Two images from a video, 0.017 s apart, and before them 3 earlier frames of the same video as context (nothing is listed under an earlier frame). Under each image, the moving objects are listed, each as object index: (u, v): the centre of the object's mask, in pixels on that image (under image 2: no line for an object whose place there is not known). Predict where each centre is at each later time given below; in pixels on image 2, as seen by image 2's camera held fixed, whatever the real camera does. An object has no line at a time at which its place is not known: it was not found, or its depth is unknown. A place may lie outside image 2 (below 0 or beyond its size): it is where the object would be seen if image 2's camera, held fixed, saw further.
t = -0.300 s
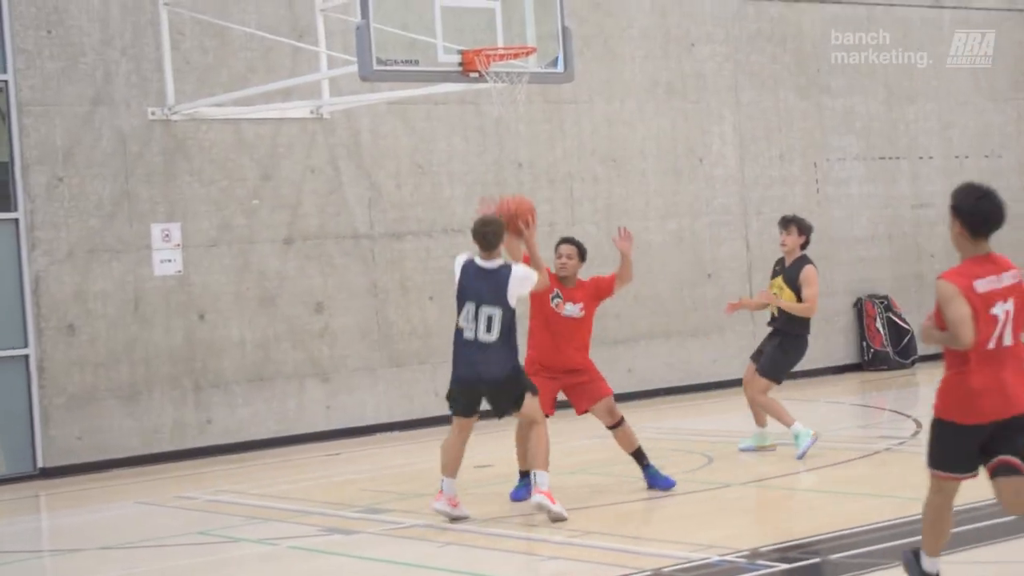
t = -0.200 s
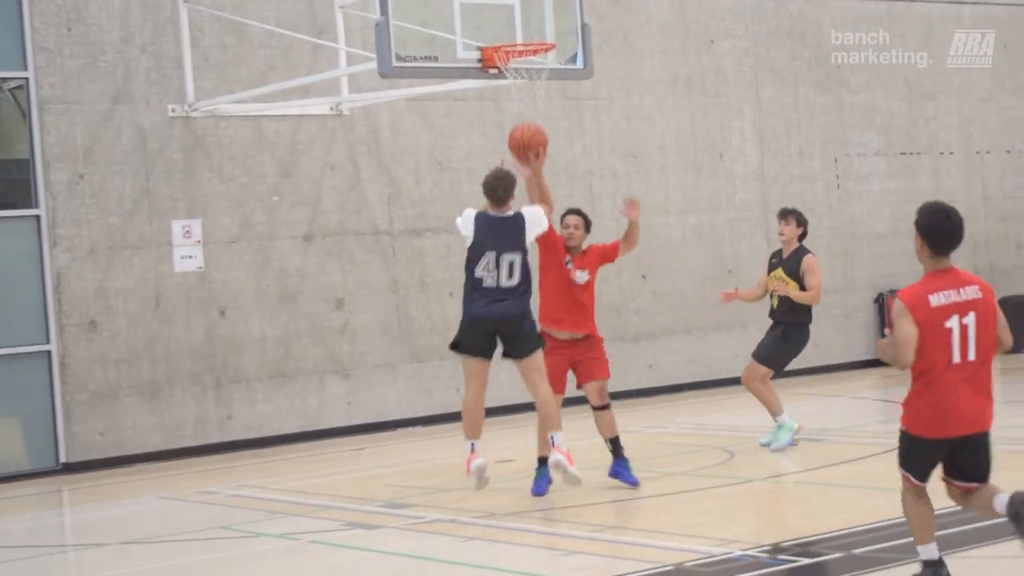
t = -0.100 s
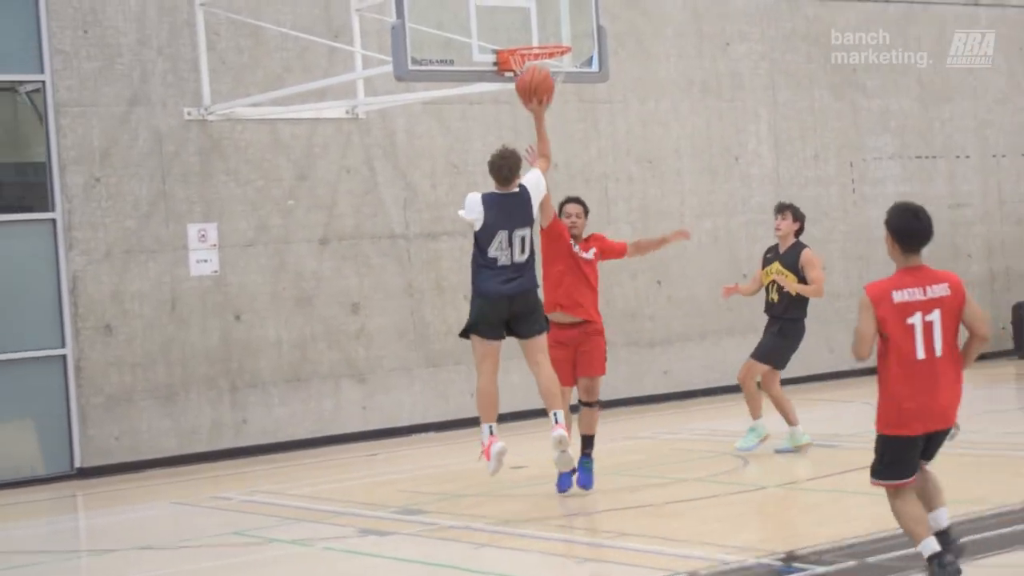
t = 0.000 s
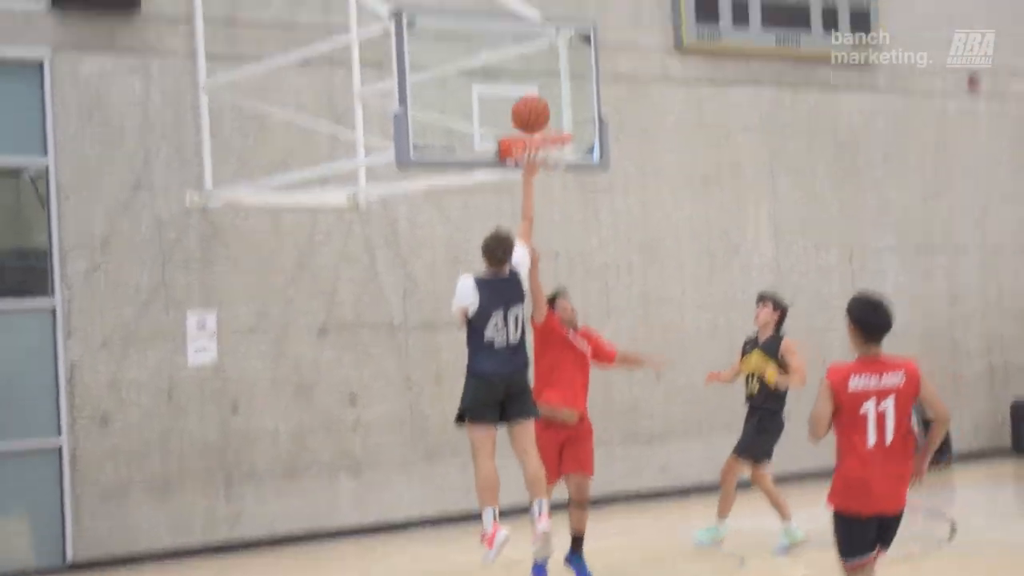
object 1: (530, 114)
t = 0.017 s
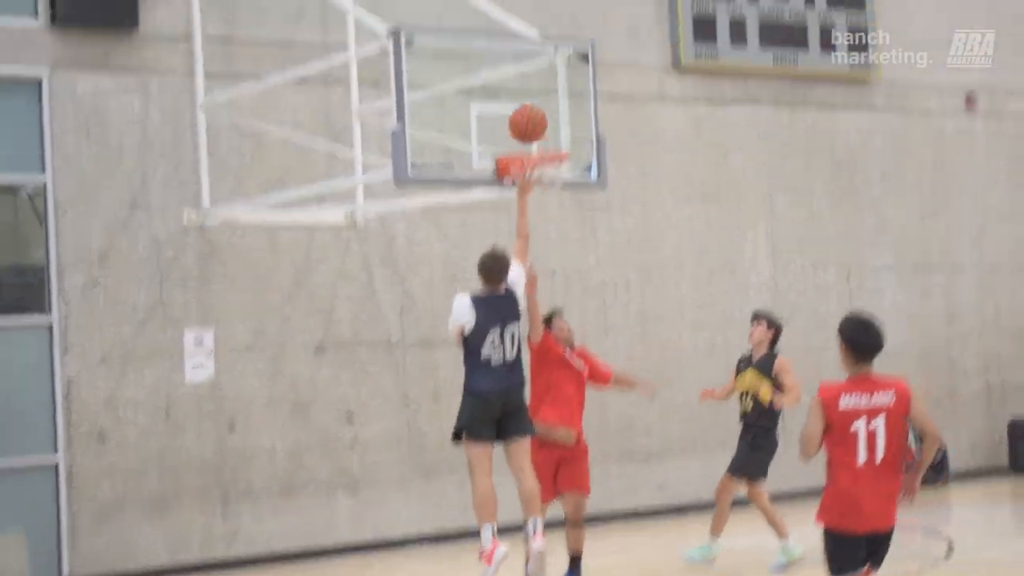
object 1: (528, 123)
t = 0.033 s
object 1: (528, 115)
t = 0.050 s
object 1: (527, 108)
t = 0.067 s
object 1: (527, 100)
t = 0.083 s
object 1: (527, 92)
